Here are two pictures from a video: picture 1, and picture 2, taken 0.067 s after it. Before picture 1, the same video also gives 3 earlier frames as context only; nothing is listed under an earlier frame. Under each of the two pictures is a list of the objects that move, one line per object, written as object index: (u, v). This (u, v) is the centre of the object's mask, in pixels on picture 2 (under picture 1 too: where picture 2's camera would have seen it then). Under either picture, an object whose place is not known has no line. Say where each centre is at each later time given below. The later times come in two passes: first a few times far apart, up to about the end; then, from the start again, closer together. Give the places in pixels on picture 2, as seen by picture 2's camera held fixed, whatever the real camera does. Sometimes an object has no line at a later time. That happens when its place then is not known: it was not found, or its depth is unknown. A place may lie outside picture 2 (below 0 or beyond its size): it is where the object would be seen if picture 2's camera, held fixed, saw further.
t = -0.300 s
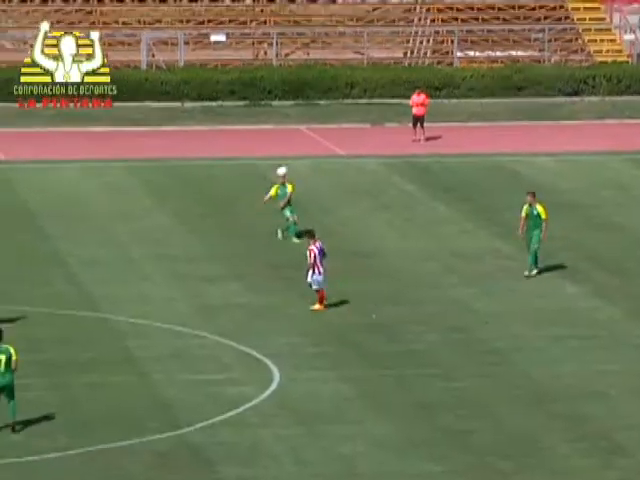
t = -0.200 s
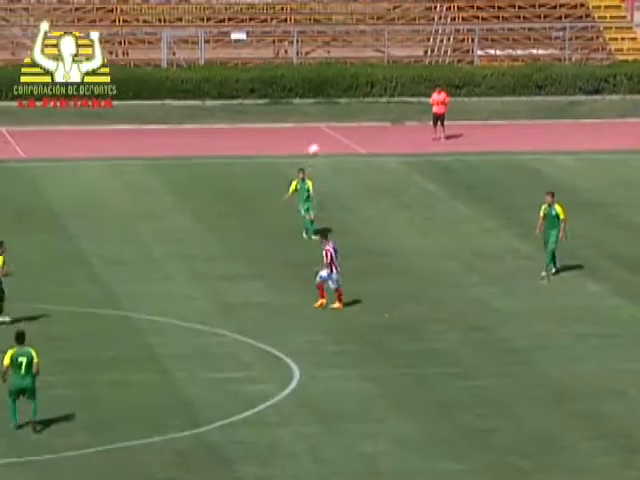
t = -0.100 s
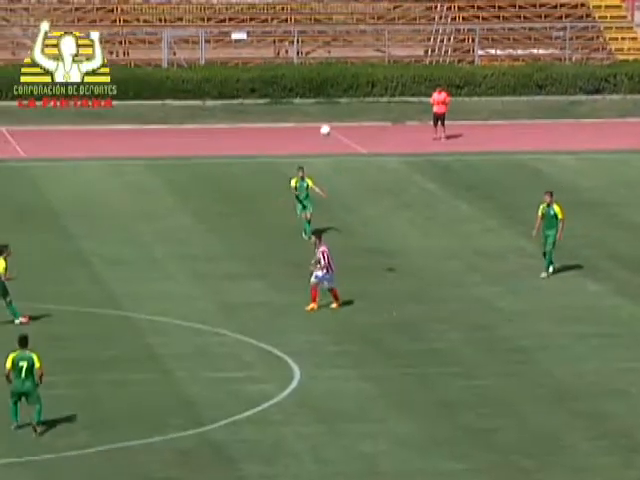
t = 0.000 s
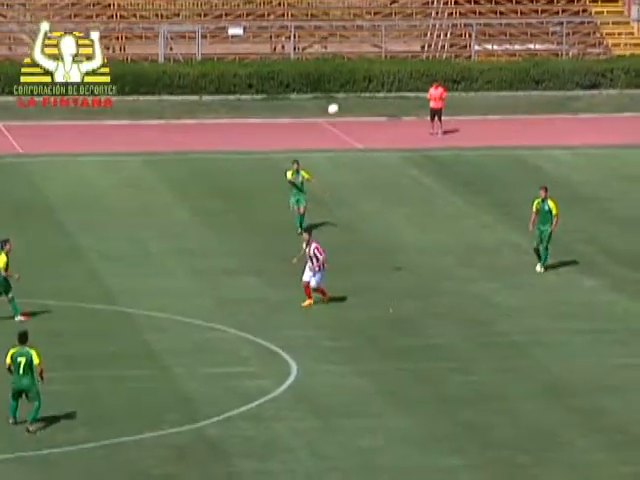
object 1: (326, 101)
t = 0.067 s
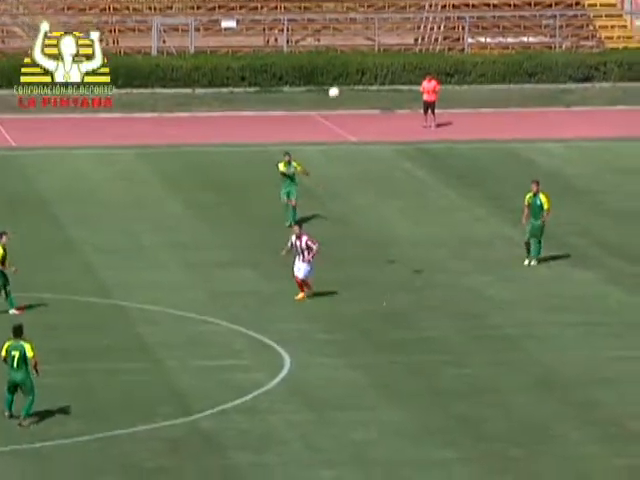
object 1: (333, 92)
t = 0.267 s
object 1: (356, 73)
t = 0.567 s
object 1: (391, 64)
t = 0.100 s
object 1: (337, 89)
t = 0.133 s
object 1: (341, 84)
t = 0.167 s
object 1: (345, 81)
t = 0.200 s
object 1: (349, 77)
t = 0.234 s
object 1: (352, 74)
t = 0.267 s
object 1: (356, 73)
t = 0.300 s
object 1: (360, 70)
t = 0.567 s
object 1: (391, 64)
